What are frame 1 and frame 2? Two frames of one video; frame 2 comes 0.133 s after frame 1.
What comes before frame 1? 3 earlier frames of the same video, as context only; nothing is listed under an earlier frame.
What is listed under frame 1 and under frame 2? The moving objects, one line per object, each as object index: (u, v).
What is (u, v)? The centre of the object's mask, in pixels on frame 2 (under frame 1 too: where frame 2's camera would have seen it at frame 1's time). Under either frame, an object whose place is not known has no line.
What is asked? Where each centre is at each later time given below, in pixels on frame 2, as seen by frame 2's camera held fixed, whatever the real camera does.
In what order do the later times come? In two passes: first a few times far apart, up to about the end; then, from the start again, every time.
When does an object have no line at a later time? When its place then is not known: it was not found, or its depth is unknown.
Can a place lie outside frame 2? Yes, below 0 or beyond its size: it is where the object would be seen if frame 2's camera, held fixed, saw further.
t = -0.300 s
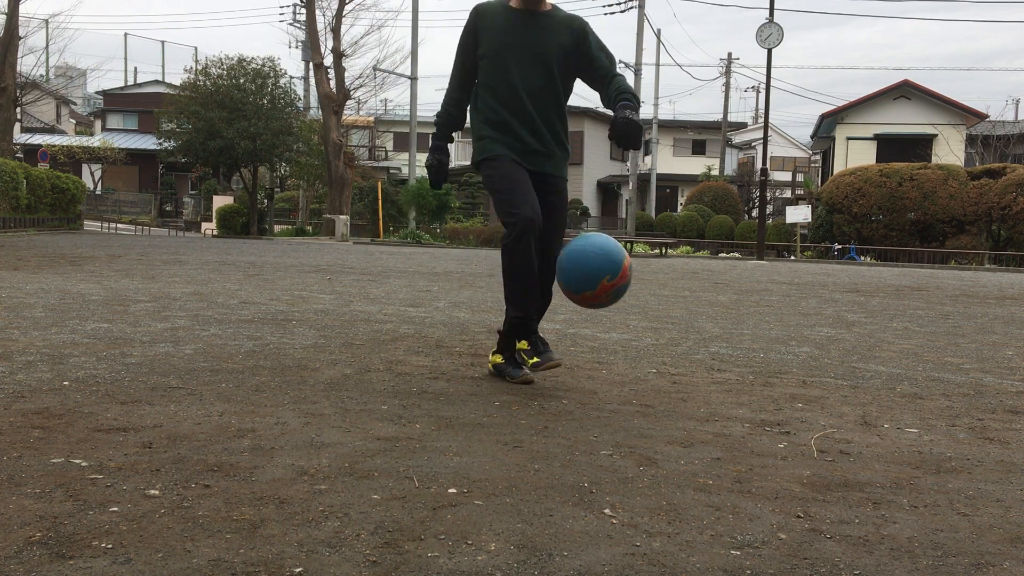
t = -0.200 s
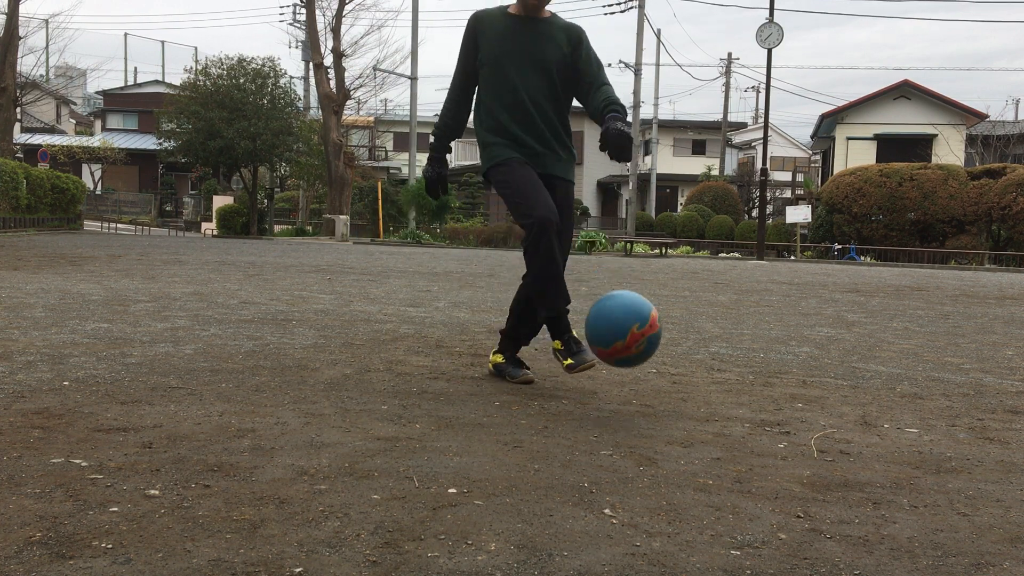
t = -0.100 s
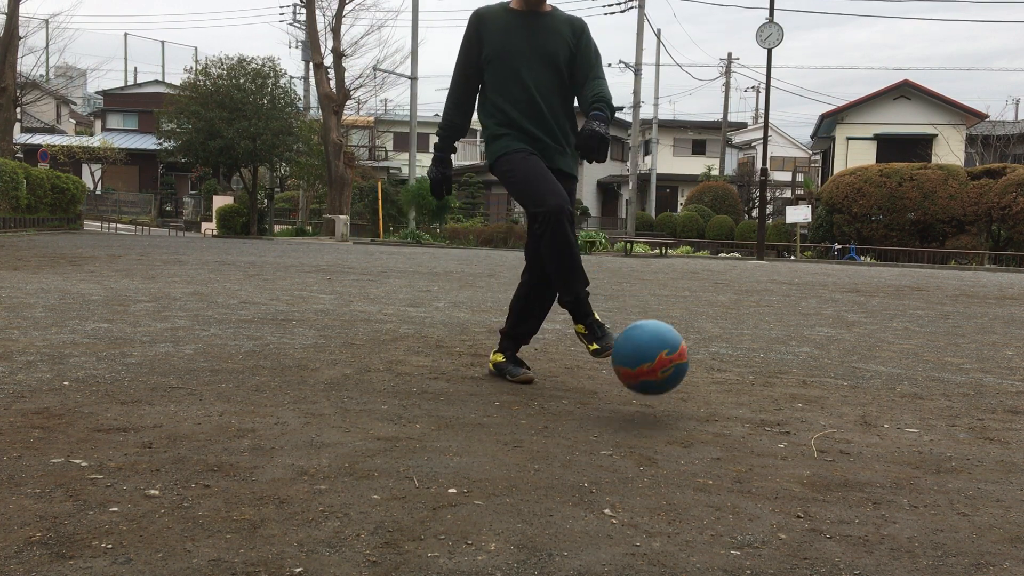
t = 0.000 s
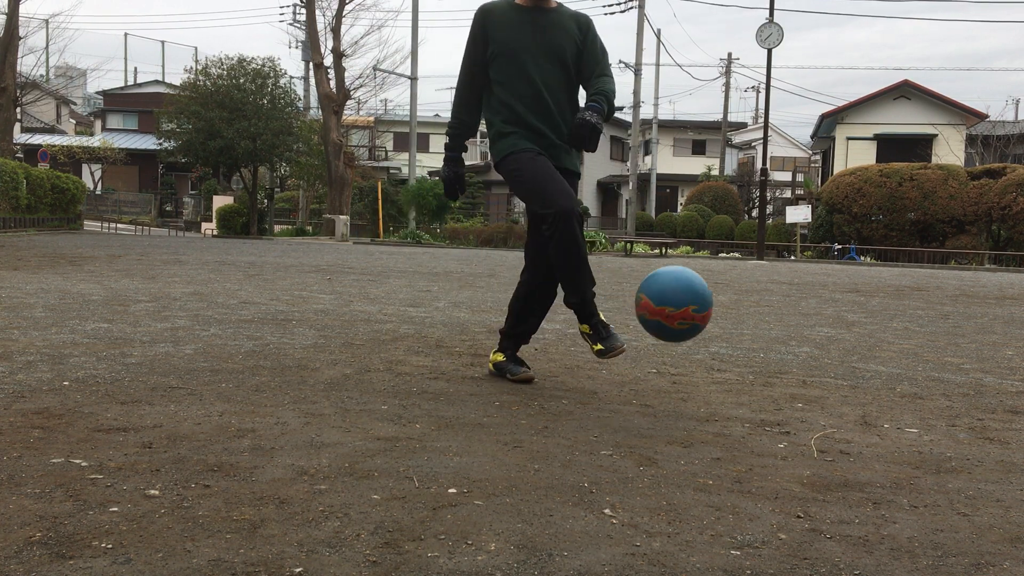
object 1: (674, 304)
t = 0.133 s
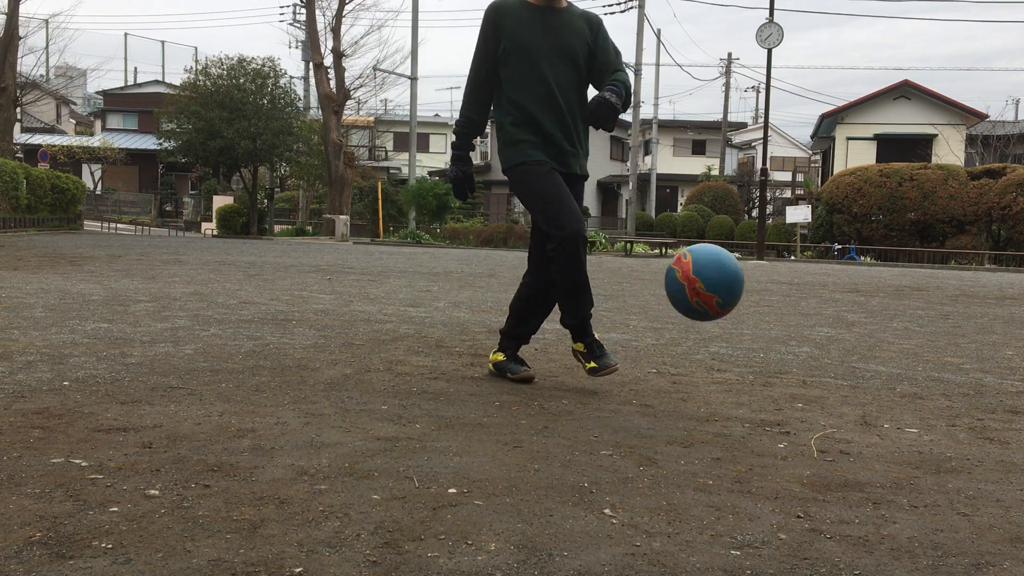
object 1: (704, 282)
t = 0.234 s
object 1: (726, 305)
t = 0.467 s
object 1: (774, 335)
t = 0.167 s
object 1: (712, 286)
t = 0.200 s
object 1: (719, 293)
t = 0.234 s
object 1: (726, 305)
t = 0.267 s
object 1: (733, 320)
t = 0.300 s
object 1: (739, 339)
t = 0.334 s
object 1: (746, 361)
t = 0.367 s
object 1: (752, 388)
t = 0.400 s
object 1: (760, 372)
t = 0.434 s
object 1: (767, 352)
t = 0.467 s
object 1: (774, 335)
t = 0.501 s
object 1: (782, 322)
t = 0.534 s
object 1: (789, 313)
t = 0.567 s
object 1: (796, 308)
